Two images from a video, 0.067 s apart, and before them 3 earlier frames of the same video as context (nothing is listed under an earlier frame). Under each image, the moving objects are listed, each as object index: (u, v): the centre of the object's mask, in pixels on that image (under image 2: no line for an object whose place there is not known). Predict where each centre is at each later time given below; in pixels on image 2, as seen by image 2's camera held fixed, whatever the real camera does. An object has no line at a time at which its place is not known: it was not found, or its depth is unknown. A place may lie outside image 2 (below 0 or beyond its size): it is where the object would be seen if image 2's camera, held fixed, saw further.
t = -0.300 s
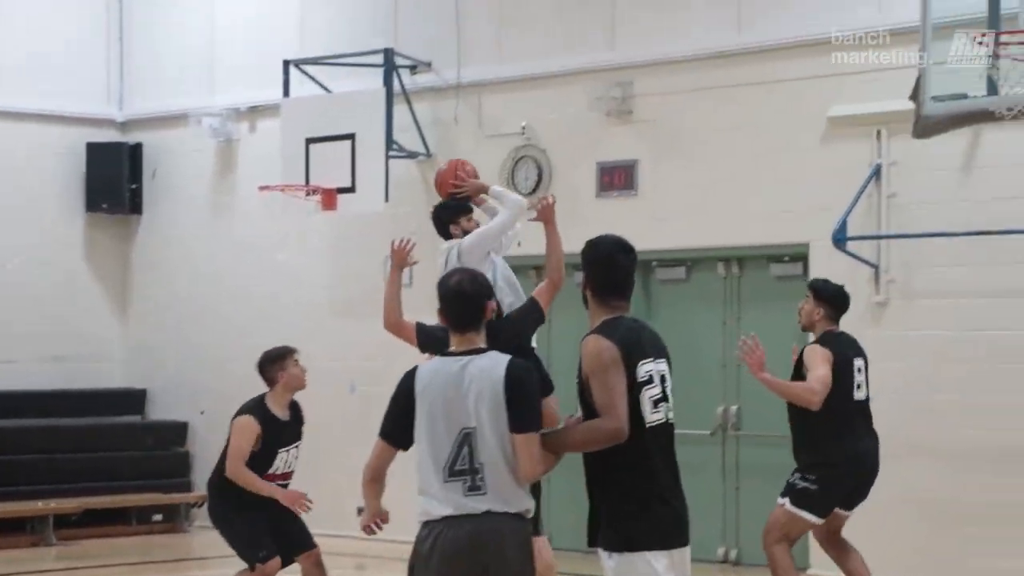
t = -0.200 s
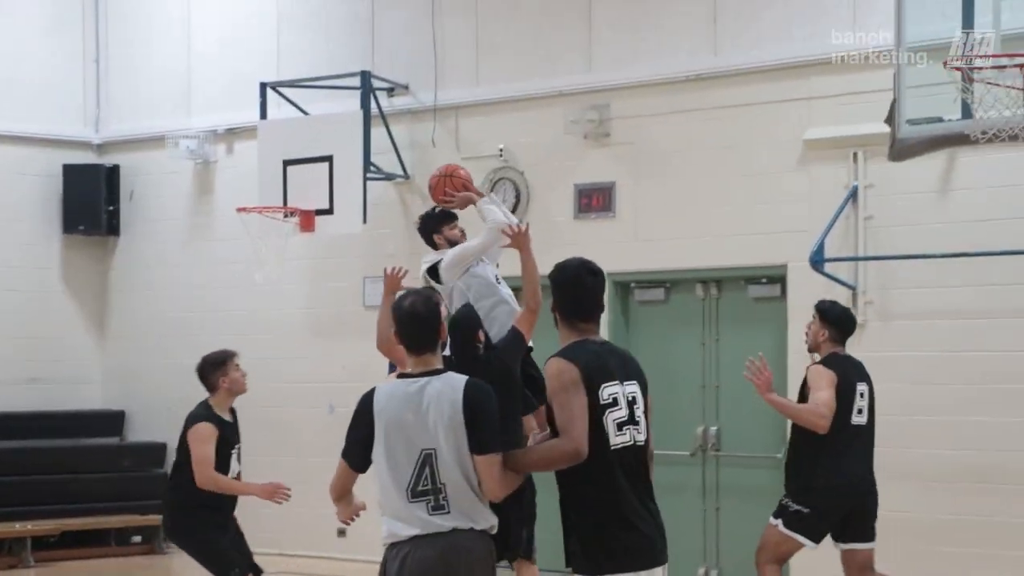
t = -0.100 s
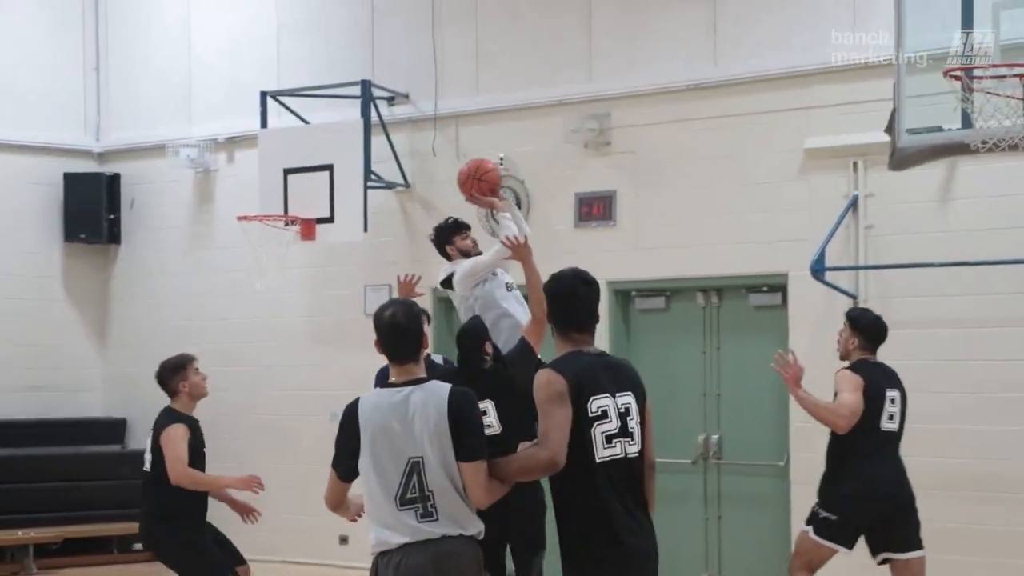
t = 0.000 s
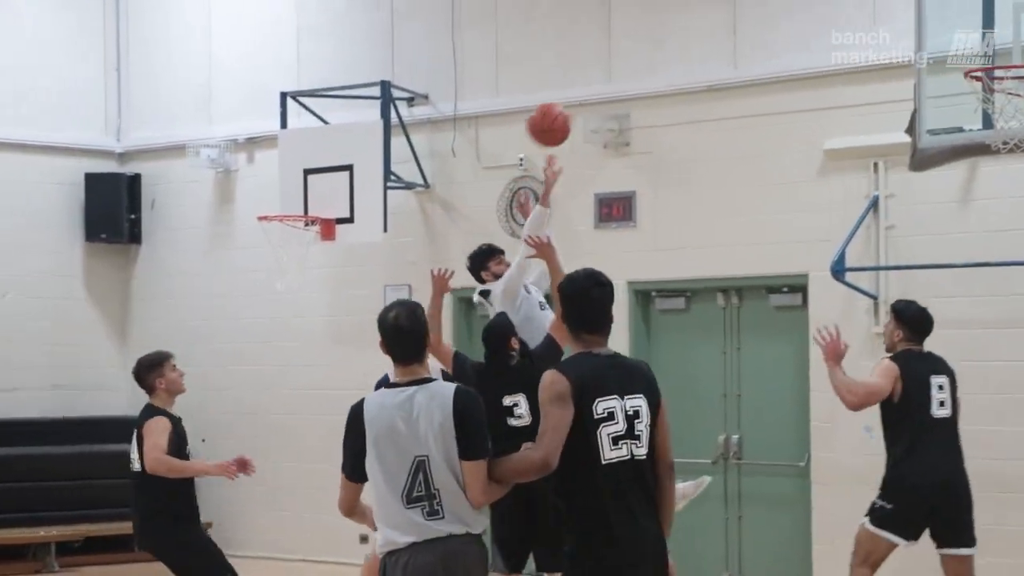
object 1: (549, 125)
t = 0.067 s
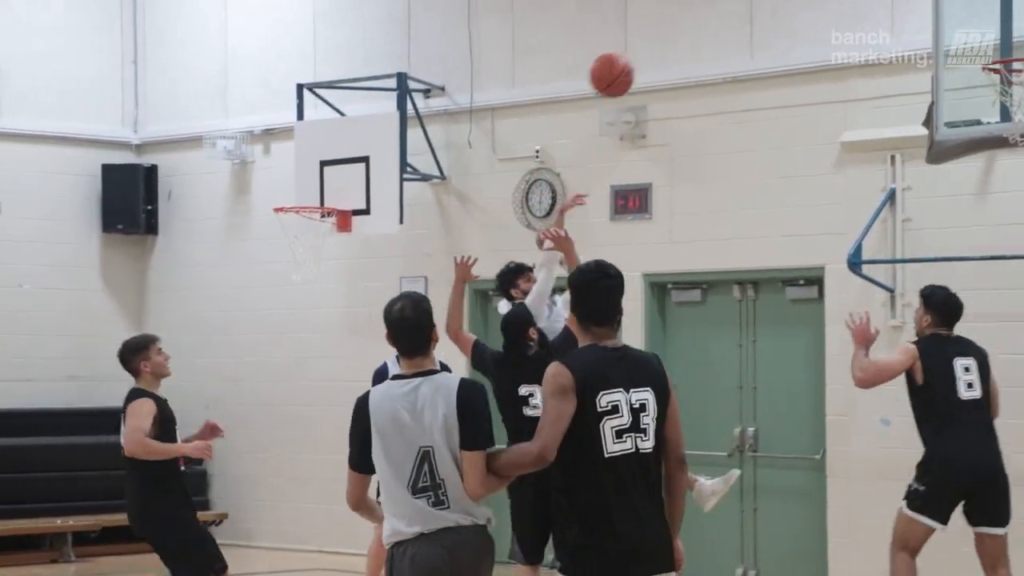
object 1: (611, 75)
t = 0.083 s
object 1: (623, 66)
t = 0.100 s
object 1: (634, 57)
